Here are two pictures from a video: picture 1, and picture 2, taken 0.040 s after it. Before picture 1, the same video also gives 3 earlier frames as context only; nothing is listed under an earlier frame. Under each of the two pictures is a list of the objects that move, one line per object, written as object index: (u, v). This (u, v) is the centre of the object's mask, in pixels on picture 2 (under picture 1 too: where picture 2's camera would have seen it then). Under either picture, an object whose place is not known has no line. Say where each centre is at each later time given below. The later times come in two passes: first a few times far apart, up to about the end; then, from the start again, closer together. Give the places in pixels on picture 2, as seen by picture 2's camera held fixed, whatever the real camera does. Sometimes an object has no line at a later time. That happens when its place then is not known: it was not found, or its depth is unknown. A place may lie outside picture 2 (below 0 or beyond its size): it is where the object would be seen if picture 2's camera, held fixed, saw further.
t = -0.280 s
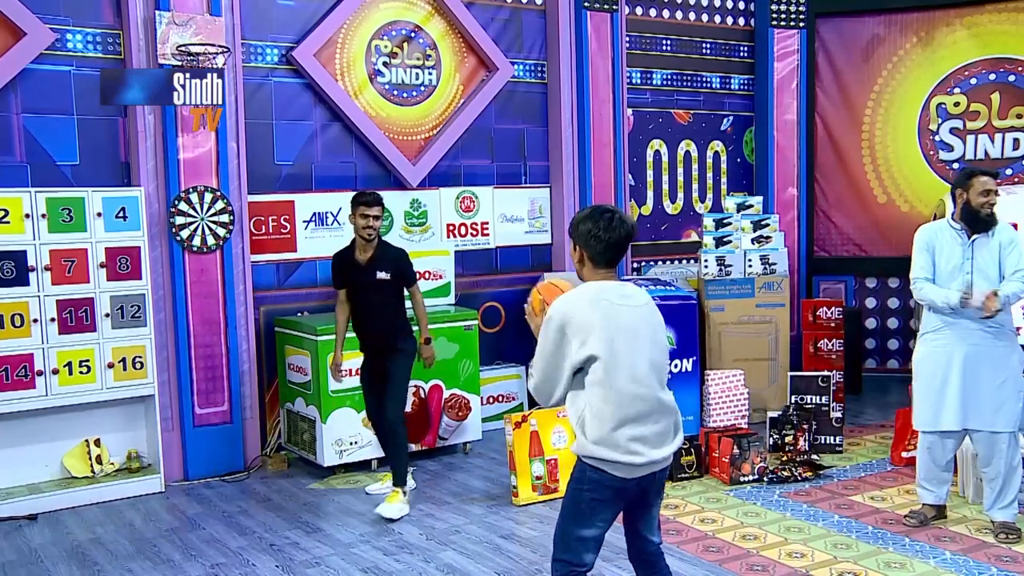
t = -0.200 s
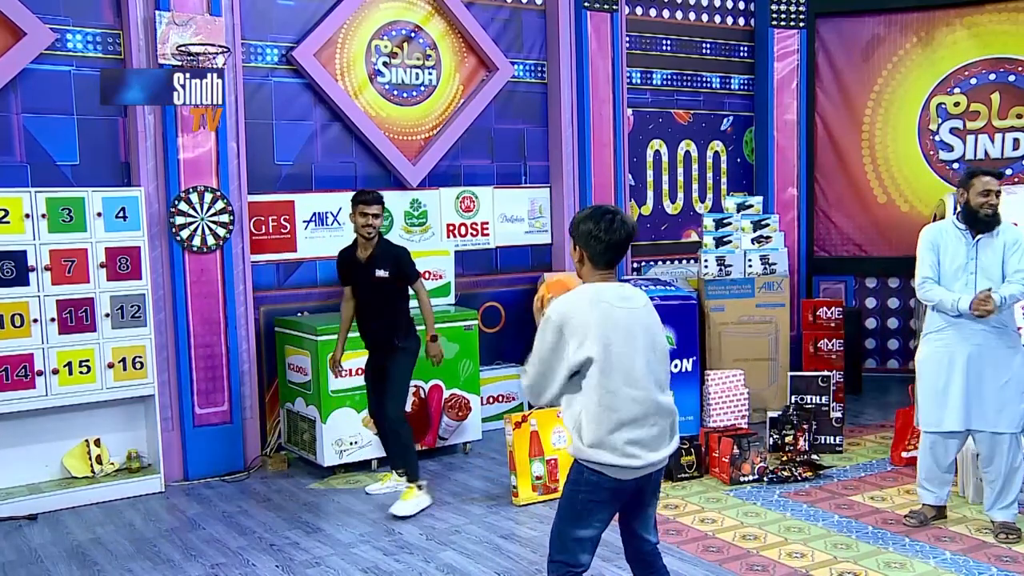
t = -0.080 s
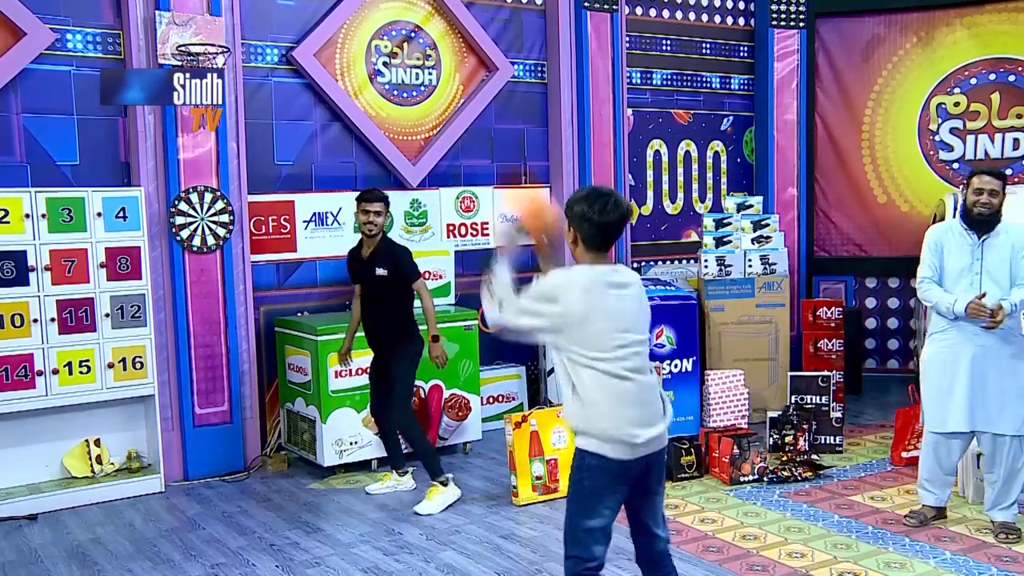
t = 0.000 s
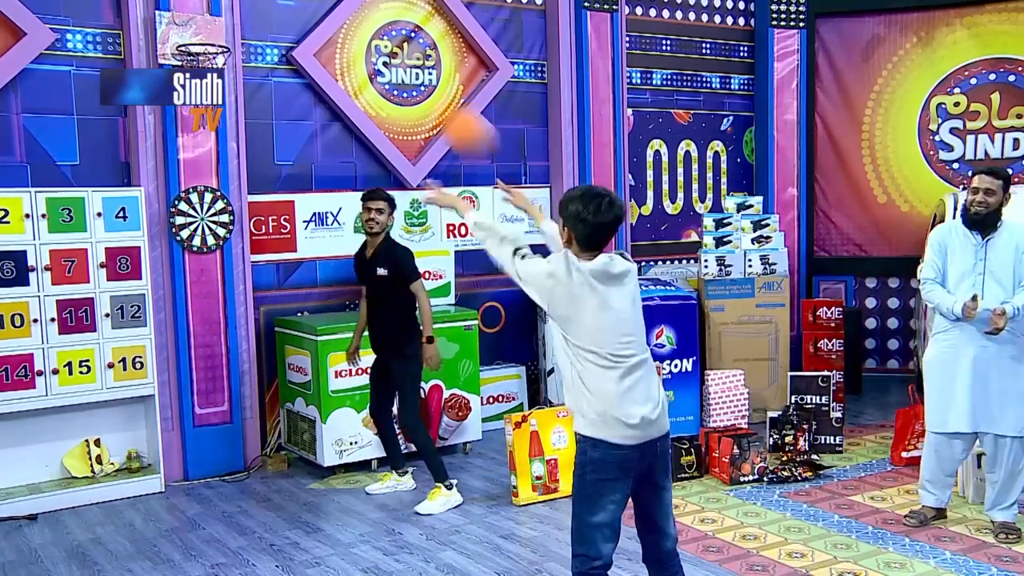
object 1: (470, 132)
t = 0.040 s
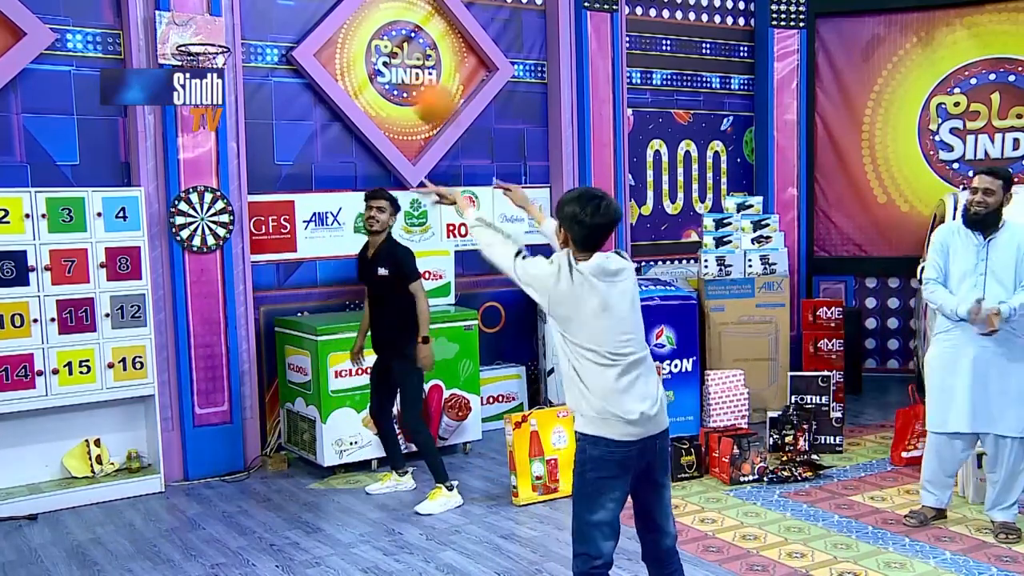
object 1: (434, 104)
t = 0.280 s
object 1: (288, 26)
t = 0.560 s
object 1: (238, 87)
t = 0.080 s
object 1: (406, 76)
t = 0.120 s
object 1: (379, 58)
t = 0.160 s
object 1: (350, 44)
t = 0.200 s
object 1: (328, 34)
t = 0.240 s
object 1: (307, 28)
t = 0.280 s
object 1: (288, 26)
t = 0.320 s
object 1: (272, 27)
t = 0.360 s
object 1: (256, 31)
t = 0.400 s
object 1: (241, 38)
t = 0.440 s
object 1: (229, 47)
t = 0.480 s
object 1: (228, 58)
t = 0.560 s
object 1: (238, 87)
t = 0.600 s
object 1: (243, 105)
